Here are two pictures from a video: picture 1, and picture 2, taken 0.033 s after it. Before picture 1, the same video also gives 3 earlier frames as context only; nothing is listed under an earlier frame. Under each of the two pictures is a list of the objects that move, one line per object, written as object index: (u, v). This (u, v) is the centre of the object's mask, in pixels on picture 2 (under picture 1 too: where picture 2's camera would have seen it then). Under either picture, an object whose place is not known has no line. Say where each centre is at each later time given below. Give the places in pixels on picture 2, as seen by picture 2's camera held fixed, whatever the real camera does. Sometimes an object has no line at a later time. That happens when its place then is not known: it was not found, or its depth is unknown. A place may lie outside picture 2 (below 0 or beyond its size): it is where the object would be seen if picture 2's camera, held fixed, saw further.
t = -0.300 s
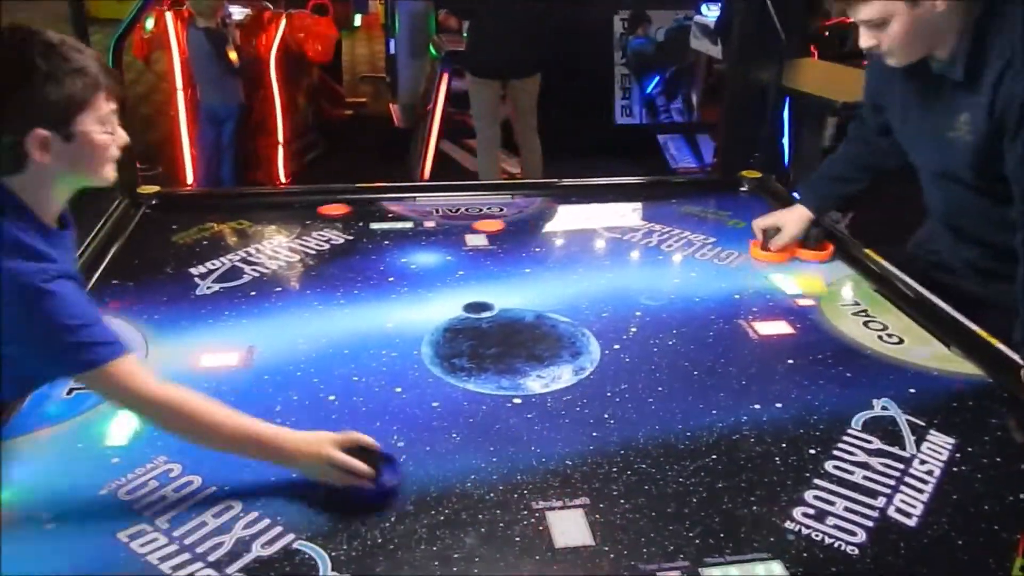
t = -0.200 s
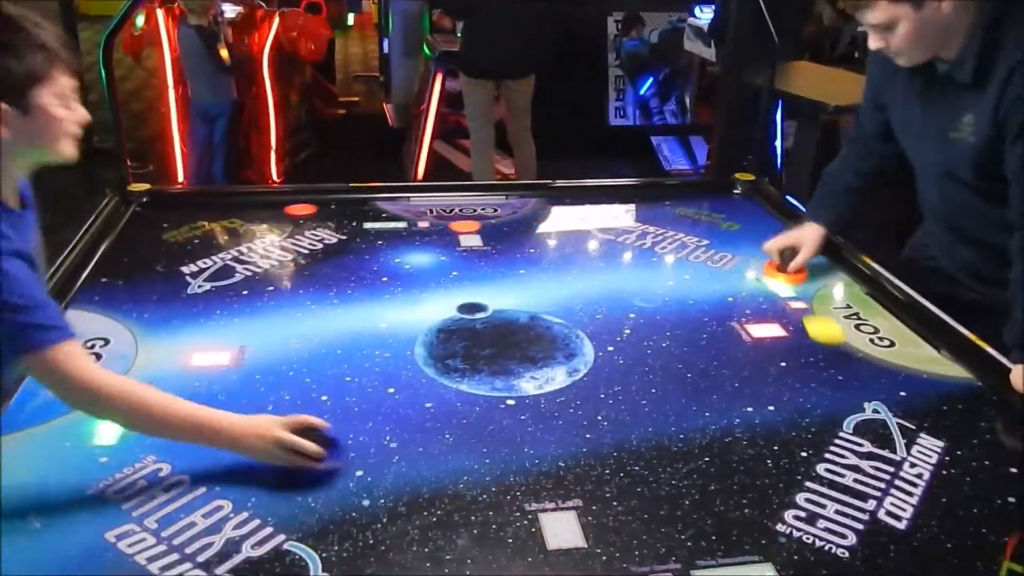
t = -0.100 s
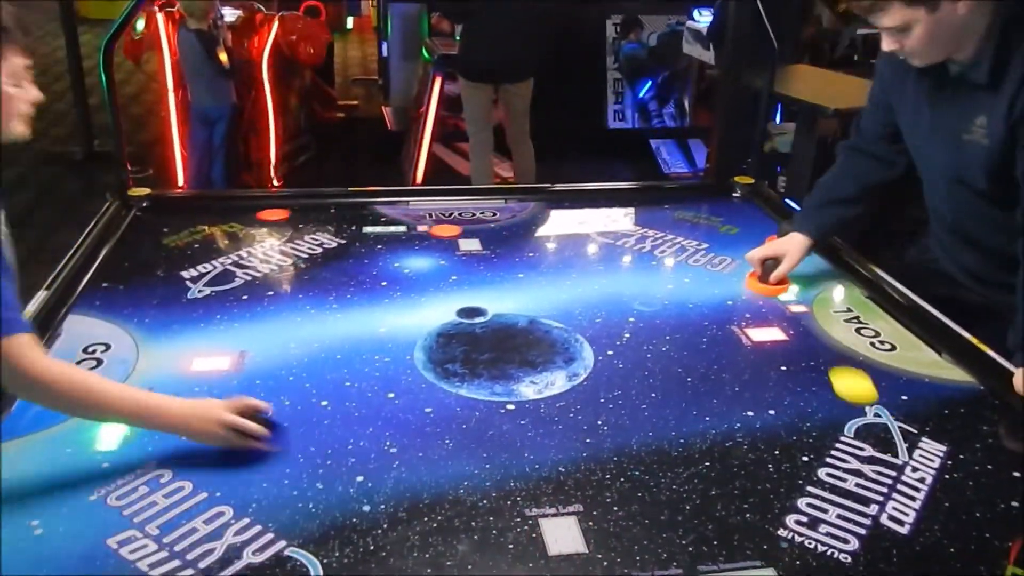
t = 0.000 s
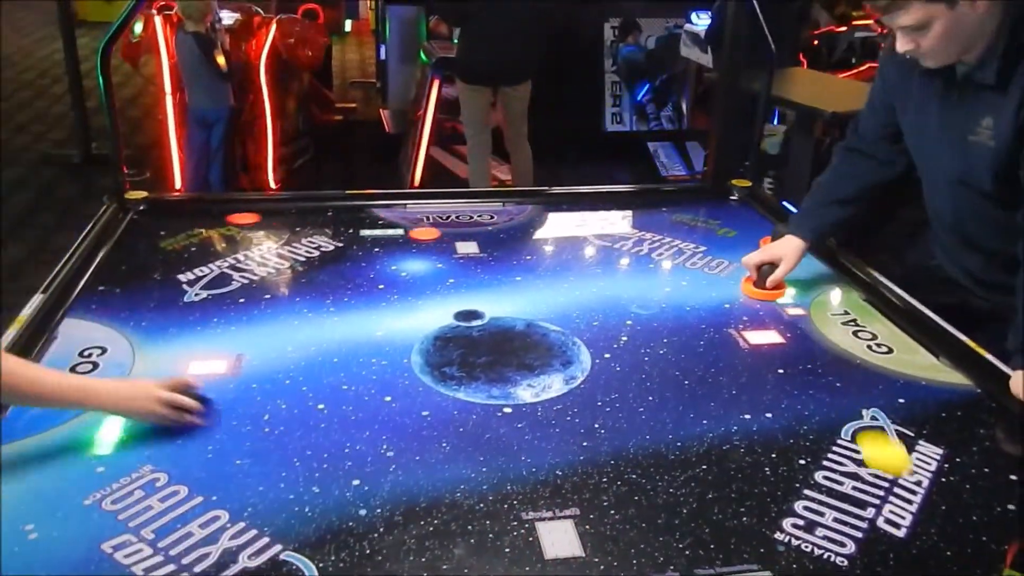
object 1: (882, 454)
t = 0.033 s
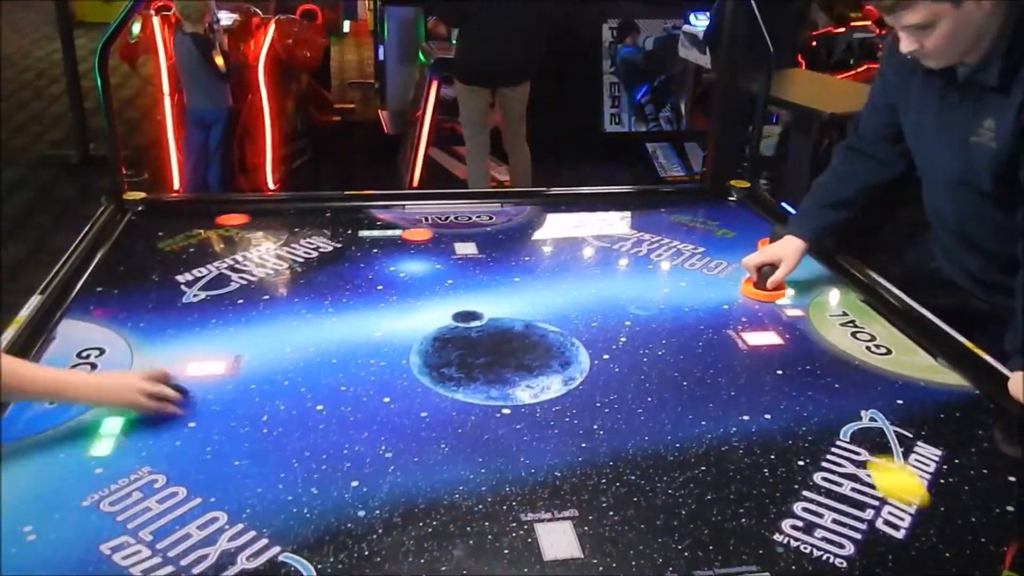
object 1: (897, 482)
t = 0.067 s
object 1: (914, 513)
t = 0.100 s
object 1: (931, 544)
